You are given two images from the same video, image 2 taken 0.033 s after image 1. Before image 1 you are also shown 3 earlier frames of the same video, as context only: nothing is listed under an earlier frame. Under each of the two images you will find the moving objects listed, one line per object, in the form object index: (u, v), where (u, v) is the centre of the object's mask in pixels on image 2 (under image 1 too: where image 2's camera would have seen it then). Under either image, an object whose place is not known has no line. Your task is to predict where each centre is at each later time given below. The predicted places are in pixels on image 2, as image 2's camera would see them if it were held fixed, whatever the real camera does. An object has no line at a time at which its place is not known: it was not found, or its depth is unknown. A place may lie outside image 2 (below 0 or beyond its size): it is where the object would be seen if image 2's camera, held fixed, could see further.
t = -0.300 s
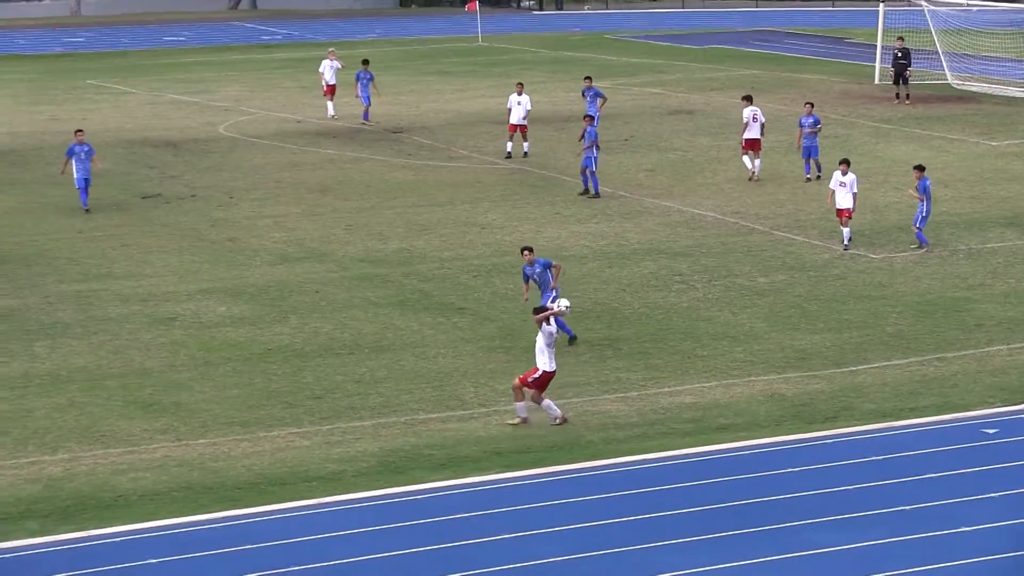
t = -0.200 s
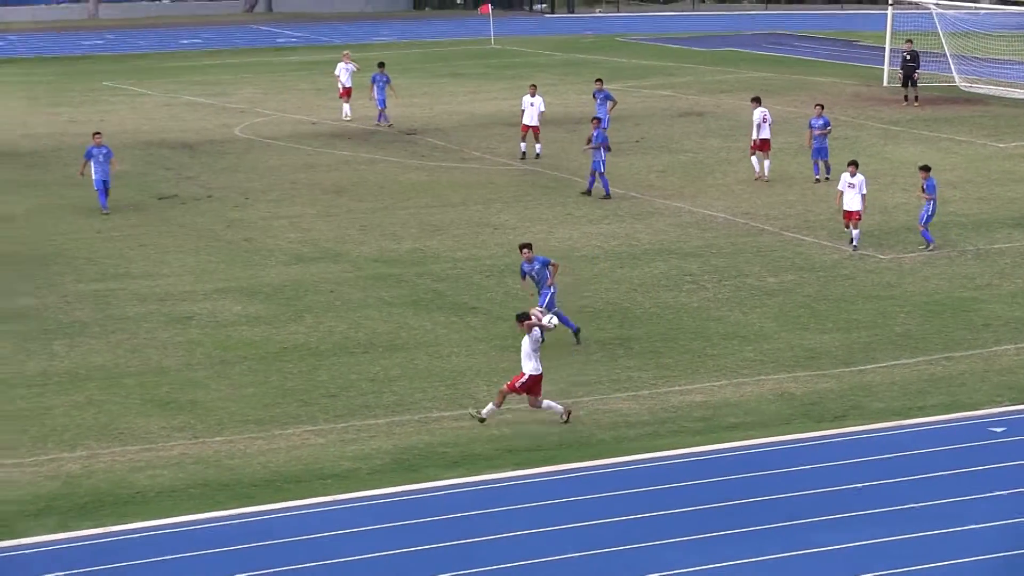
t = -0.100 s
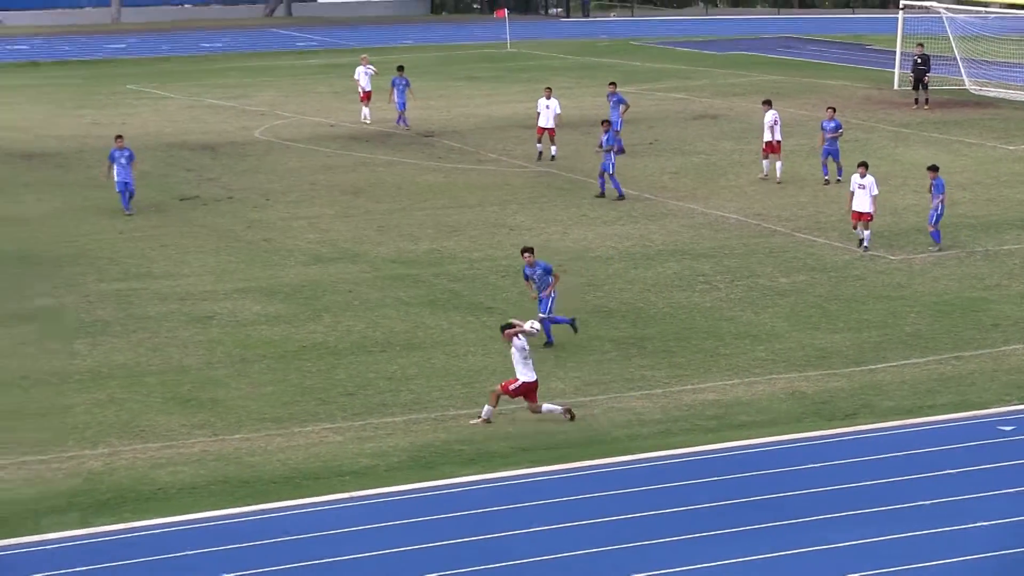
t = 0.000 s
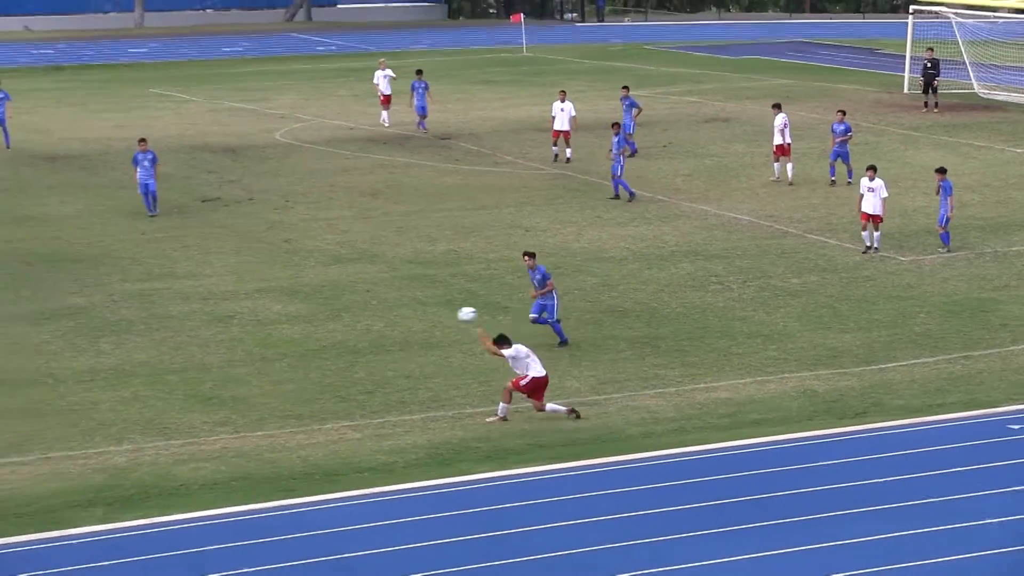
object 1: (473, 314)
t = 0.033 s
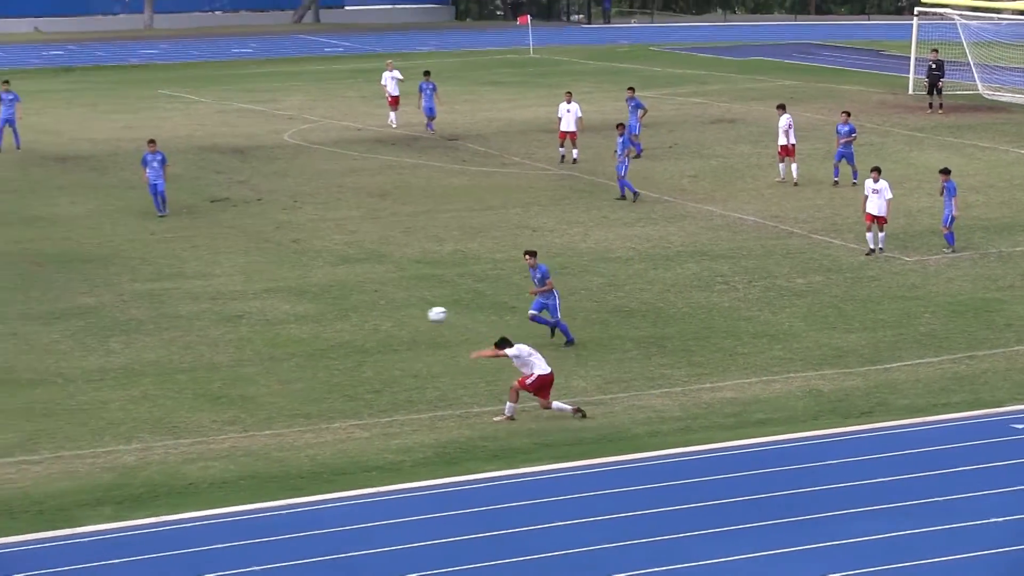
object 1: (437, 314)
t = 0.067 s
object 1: (400, 315)
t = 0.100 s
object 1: (363, 316)
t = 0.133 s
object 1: (327, 318)
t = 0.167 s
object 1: (290, 322)
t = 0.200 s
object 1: (254, 326)
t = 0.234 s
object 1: (218, 331)
